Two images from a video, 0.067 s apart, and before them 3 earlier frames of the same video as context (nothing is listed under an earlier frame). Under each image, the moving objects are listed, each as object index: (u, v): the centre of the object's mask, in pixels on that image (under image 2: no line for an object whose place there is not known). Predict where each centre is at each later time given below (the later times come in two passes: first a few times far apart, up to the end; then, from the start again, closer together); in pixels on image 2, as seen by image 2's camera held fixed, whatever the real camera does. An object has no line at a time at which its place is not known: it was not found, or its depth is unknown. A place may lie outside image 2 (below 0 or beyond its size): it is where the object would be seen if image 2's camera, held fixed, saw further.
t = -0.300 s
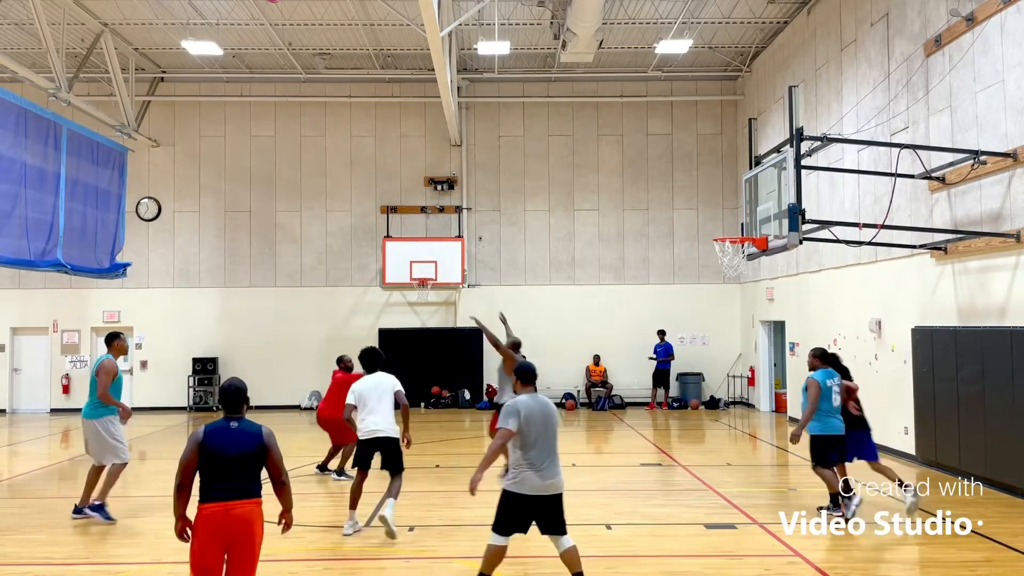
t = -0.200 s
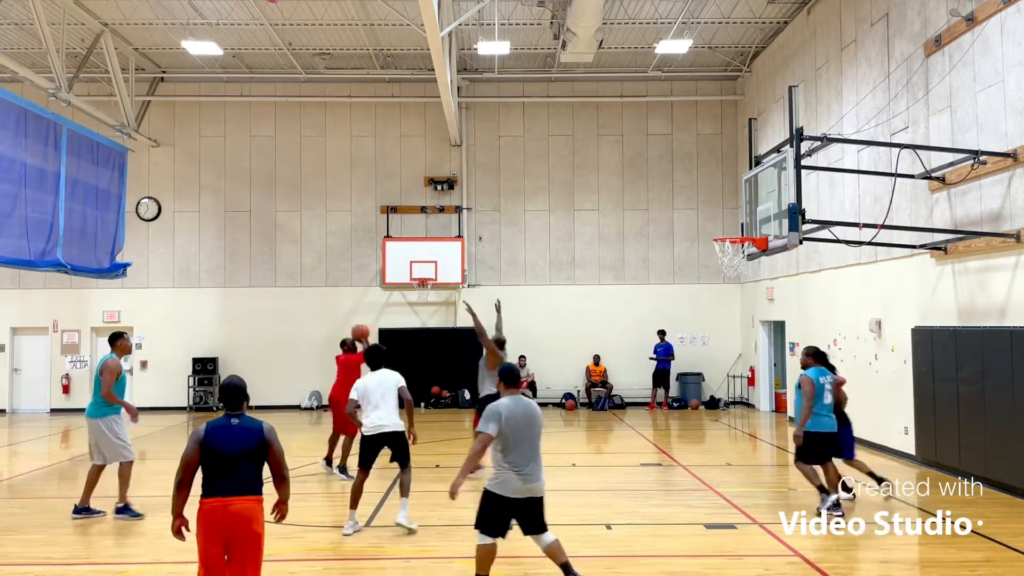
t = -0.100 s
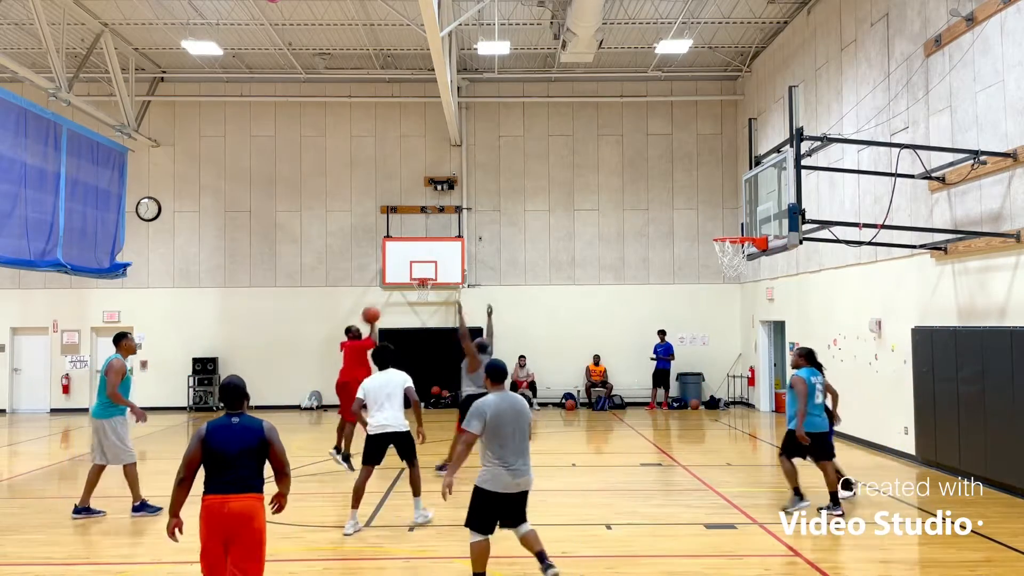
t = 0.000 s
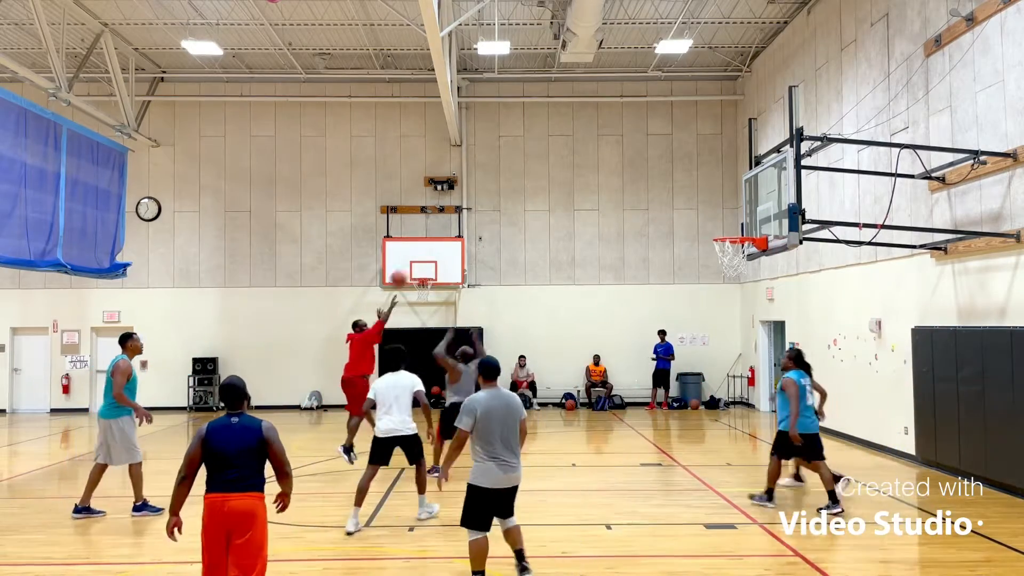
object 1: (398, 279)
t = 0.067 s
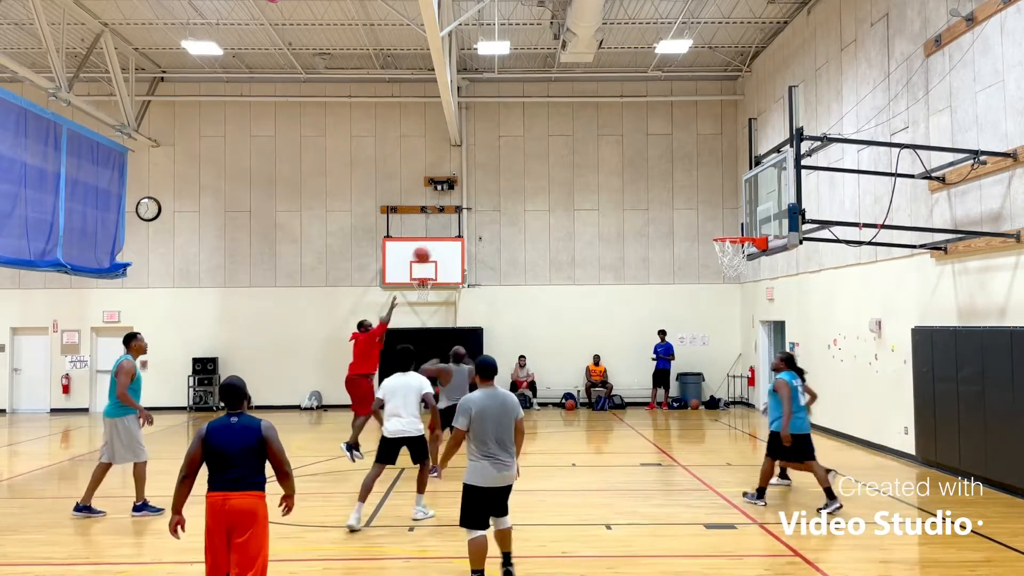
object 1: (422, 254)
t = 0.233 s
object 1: (480, 210)
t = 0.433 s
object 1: (550, 180)
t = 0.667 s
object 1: (635, 183)
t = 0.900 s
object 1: (723, 229)
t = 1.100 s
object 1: (748, 288)
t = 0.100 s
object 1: (433, 244)
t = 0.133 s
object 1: (444, 234)
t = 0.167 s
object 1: (456, 225)
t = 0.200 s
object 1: (468, 216)
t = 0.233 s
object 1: (480, 210)
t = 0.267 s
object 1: (492, 202)
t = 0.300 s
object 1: (503, 196)
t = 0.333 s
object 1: (515, 191)
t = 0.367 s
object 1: (527, 187)
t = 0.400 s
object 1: (538, 183)
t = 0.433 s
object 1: (550, 180)
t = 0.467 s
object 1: (562, 178)
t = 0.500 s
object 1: (574, 177)
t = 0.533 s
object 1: (587, 176)
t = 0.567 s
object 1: (599, 177)
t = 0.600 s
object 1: (611, 178)
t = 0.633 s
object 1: (623, 180)
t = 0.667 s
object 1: (635, 183)
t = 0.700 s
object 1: (647, 187)
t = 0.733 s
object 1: (660, 192)
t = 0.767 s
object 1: (672, 198)
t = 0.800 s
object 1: (685, 204)
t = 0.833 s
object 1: (697, 212)
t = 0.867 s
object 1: (709, 220)
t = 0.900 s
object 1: (723, 229)
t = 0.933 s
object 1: (734, 238)
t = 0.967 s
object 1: (743, 249)
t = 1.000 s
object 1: (746, 260)
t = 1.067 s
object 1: (748, 277)
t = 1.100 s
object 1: (748, 288)
